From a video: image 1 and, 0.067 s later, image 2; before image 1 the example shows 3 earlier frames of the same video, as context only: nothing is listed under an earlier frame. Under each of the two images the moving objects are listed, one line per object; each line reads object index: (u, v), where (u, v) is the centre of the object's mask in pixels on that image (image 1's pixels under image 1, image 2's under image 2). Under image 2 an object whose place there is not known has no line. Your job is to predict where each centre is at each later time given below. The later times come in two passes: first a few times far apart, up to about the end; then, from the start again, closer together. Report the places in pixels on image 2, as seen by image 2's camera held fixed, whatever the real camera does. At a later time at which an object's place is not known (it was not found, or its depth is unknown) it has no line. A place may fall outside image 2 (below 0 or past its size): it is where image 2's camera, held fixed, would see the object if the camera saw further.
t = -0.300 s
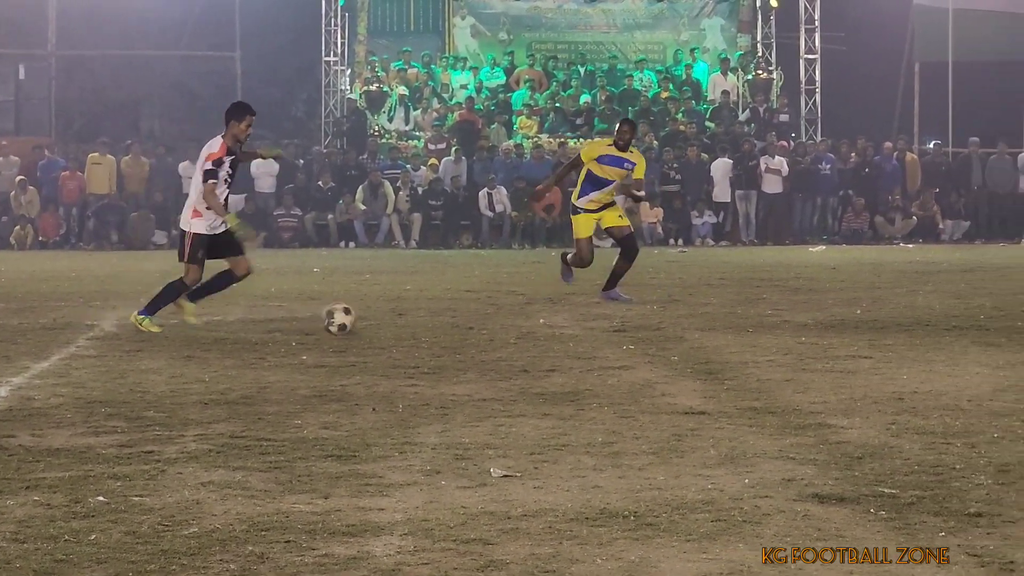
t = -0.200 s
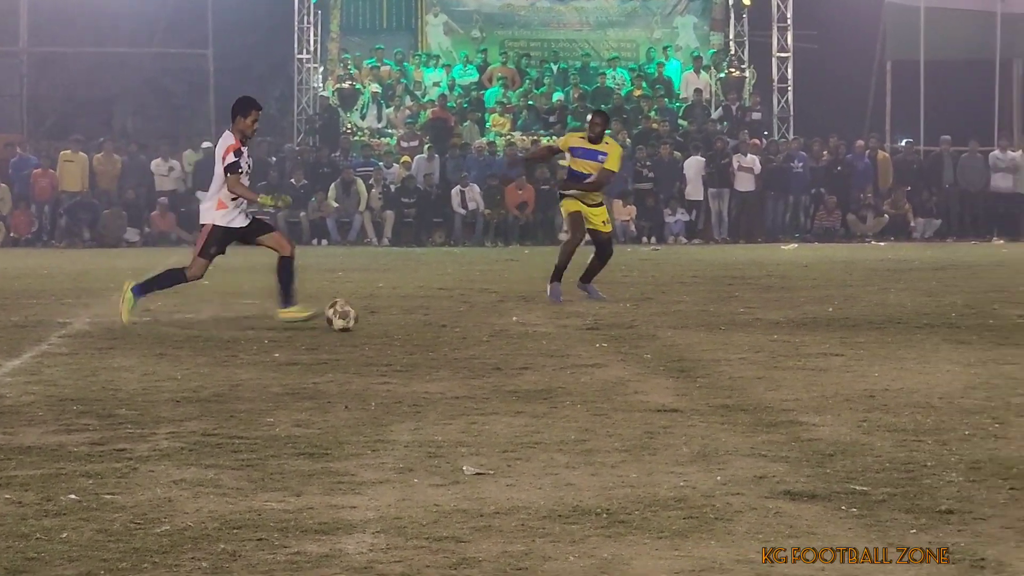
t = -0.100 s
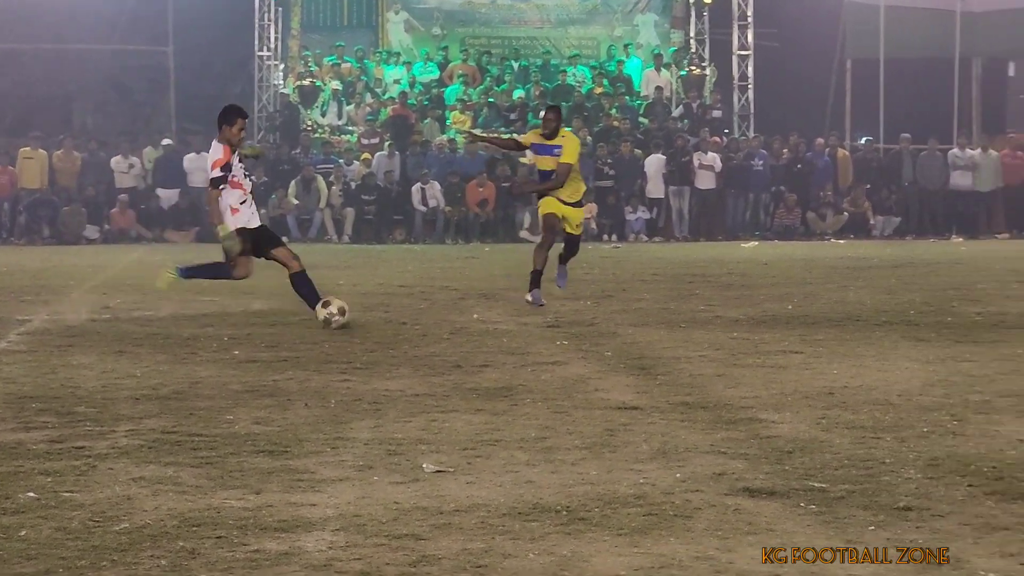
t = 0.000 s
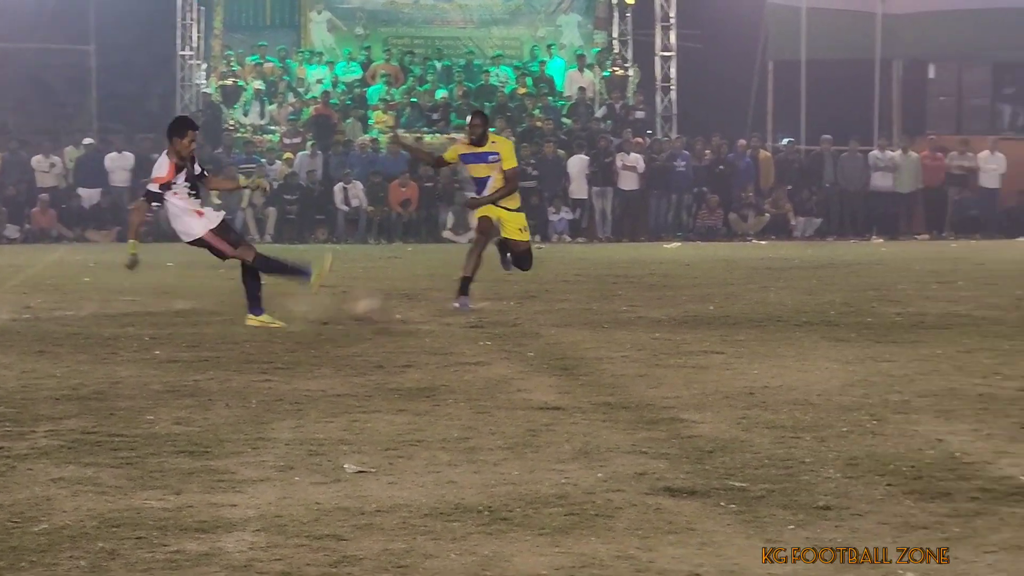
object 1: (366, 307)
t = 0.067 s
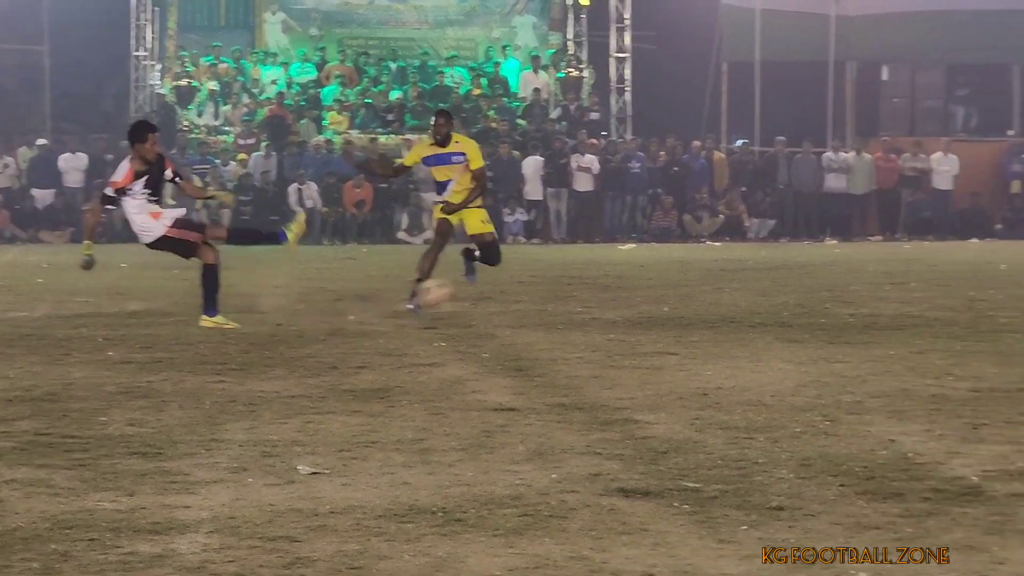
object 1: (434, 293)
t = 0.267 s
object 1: (793, 277)
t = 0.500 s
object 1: (1036, 247)
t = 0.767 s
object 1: (1230, 228)
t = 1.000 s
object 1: (1335, 214)
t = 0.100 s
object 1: (509, 290)
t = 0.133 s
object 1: (577, 292)
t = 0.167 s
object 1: (636, 288)
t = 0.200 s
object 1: (697, 291)
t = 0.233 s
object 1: (751, 292)
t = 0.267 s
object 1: (793, 277)
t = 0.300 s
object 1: (833, 267)
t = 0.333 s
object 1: (871, 259)
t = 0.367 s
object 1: (905, 252)
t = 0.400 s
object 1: (939, 248)
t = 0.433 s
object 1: (974, 245)
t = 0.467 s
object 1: (1002, 246)
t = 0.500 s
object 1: (1036, 247)
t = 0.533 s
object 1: (1067, 250)
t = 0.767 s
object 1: (1230, 228)
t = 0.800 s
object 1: (1247, 220)
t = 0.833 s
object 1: (1263, 216)
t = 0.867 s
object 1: (1277, 212)
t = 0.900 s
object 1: (1290, 211)
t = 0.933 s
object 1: (1306, 210)
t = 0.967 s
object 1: (1321, 211)
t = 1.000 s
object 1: (1335, 214)
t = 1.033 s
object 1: (1347, 216)
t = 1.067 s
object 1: (1362, 221)
